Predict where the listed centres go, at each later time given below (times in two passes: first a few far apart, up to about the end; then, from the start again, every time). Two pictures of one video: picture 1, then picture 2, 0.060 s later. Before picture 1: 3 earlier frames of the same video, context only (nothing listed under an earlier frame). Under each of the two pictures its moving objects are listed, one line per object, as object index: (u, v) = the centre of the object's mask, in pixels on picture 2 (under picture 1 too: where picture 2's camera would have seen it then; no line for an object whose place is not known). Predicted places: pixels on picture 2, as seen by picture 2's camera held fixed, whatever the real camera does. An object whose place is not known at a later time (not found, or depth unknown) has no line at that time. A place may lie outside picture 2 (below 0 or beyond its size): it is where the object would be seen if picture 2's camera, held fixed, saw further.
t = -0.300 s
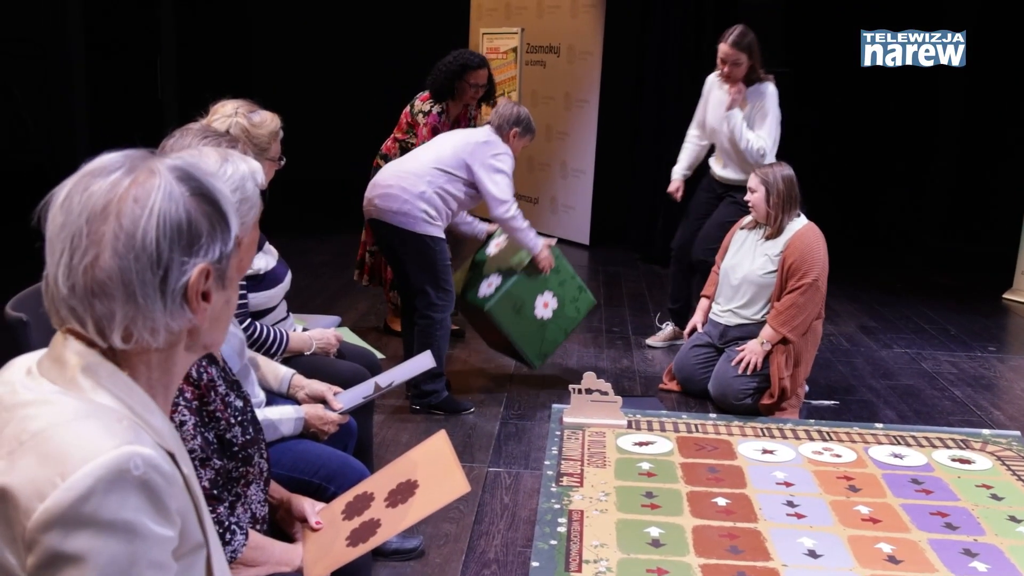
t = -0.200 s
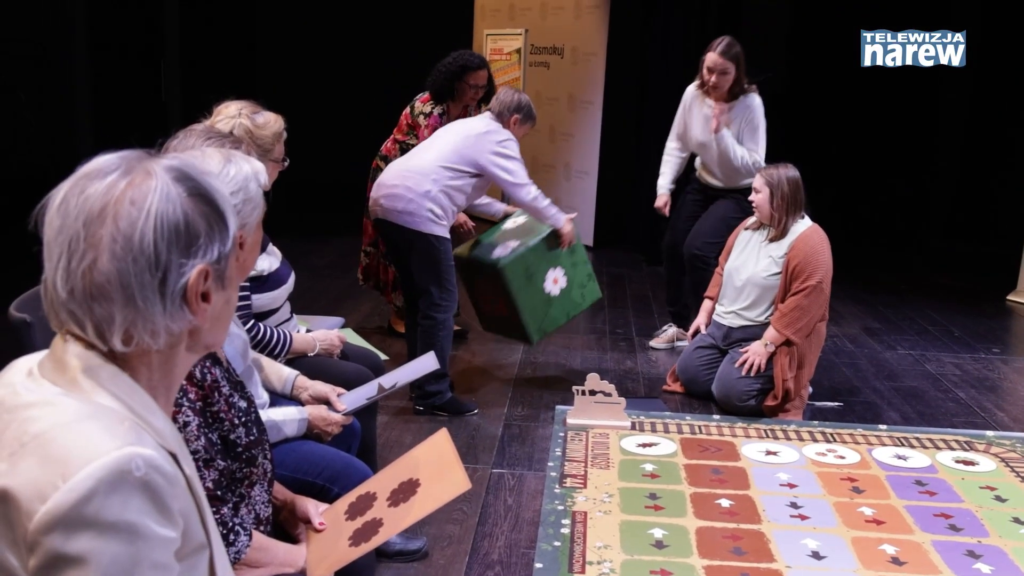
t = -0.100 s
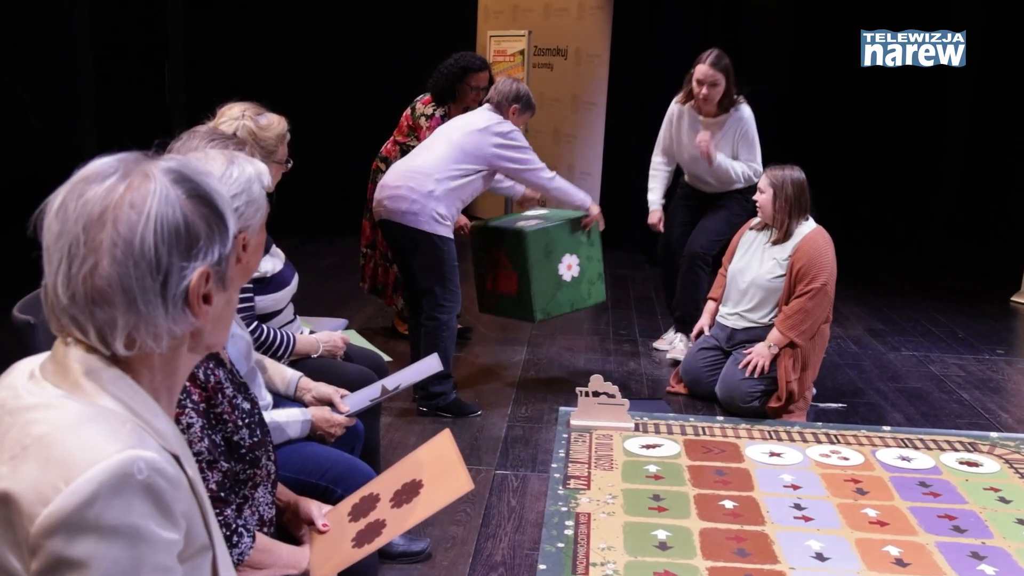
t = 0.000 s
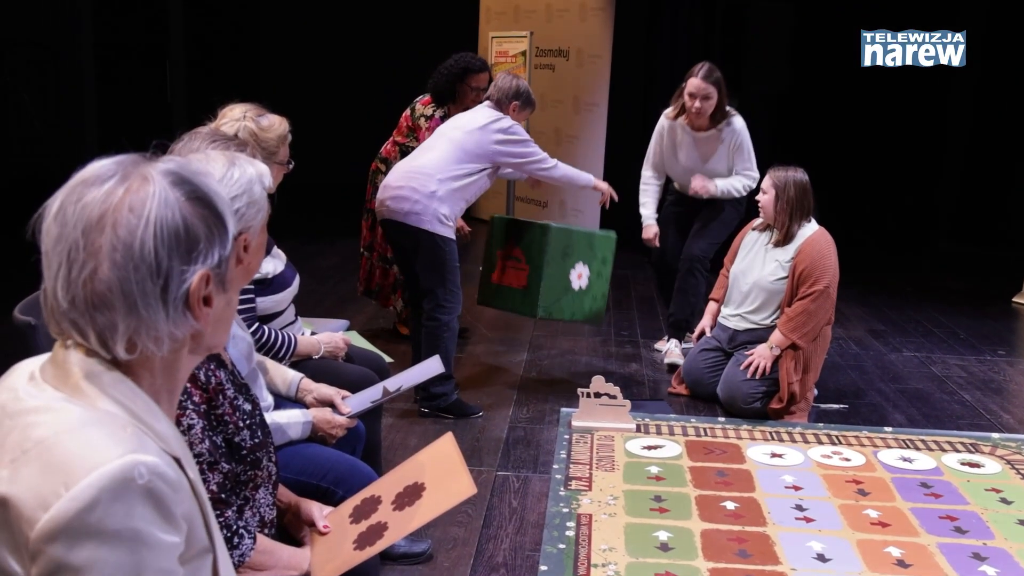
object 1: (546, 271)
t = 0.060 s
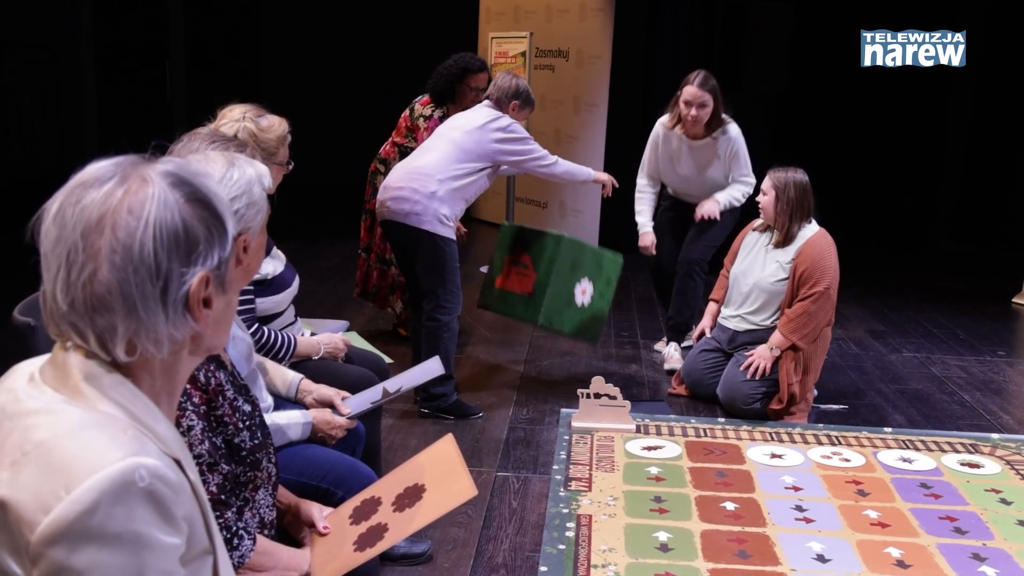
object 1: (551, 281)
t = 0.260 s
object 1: (558, 307)
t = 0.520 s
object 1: (564, 314)
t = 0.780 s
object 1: (584, 329)
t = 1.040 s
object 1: (583, 329)
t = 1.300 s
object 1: (583, 329)
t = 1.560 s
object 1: (583, 329)
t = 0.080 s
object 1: (553, 287)
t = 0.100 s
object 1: (554, 292)
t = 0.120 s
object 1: (556, 300)
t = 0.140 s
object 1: (558, 306)
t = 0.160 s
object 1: (556, 319)
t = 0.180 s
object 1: (557, 322)
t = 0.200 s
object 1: (558, 317)
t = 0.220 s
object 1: (558, 314)
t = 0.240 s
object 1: (558, 310)
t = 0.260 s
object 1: (558, 307)
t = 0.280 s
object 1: (558, 305)
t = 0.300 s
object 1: (558, 304)
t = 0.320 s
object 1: (558, 304)
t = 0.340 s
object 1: (558, 304)
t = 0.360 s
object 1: (558, 305)
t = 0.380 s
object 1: (558, 307)
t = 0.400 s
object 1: (558, 309)
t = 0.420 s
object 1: (558, 313)
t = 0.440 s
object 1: (558, 315)
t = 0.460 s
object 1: (559, 315)
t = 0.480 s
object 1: (561, 315)
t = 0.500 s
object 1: (562, 314)
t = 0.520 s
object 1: (564, 314)
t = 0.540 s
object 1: (565, 314)
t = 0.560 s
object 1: (567, 316)
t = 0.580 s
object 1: (569, 316)
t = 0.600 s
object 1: (571, 316)
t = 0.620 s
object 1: (572, 316)
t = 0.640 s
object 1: (574, 317)
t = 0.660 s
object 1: (576, 319)
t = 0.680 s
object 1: (577, 320)
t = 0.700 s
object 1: (579, 322)
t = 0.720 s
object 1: (580, 324)
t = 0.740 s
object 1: (581, 326)
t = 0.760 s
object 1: (583, 328)
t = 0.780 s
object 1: (584, 329)
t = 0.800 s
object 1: (584, 328)
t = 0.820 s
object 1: (584, 329)
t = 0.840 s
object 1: (584, 329)
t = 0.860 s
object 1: (584, 329)
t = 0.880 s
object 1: (584, 329)
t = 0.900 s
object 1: (583, 329)
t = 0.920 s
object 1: (583, 329)
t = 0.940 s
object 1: (584, 329)
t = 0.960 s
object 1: (583, 329)
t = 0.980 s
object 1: (583, 329)
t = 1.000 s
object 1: (583, 329)
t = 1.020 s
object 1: (583, 329)
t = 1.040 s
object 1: (583, 329)
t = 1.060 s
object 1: (583, 329)
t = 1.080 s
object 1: (584, 329)
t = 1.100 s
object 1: (583, 329)
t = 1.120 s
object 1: (583, 329)
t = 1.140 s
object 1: (583, 329)
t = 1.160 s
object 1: (583, 329)
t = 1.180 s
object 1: (583, 329)
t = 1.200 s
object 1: (583, 329)
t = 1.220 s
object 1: (583, 329)
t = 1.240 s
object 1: (583, 329)
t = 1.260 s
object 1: (583, 329)
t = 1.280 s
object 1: (583, 329)
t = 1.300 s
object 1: (583, 329)
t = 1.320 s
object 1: (583, 329)
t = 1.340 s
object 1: (583, 329)
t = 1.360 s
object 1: (583, 329)
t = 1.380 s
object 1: (583, 329)
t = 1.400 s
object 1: (583, 329)
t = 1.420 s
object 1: (583, 329)
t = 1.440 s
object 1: (583, 329)
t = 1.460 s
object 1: (583, 329)
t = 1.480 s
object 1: (583, 329)
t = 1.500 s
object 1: (583, 329)
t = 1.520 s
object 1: (583, 329)
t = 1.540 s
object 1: (583, 329)
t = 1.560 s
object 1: (583, 329)
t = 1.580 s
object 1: (583, 329)
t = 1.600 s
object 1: (583, 329)
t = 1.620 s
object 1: (583, 329)
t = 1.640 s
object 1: (583, 329)
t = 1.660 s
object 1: (583, 329)
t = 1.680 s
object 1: (583, 329)
